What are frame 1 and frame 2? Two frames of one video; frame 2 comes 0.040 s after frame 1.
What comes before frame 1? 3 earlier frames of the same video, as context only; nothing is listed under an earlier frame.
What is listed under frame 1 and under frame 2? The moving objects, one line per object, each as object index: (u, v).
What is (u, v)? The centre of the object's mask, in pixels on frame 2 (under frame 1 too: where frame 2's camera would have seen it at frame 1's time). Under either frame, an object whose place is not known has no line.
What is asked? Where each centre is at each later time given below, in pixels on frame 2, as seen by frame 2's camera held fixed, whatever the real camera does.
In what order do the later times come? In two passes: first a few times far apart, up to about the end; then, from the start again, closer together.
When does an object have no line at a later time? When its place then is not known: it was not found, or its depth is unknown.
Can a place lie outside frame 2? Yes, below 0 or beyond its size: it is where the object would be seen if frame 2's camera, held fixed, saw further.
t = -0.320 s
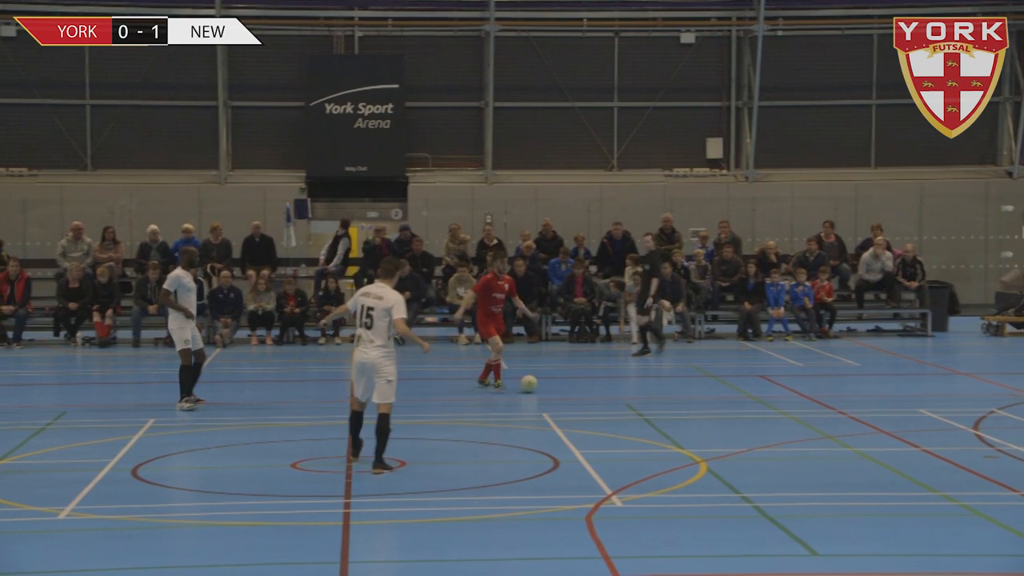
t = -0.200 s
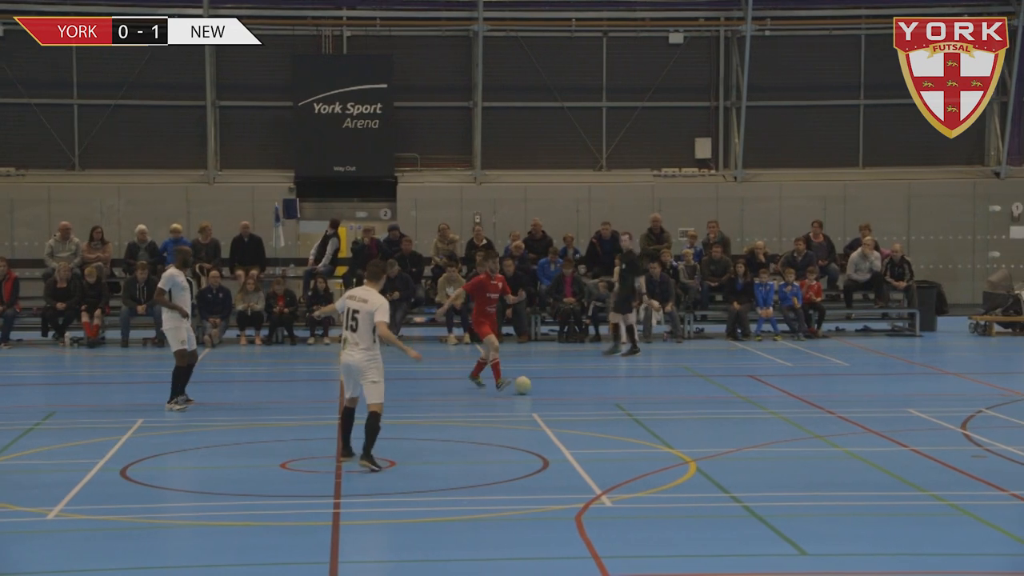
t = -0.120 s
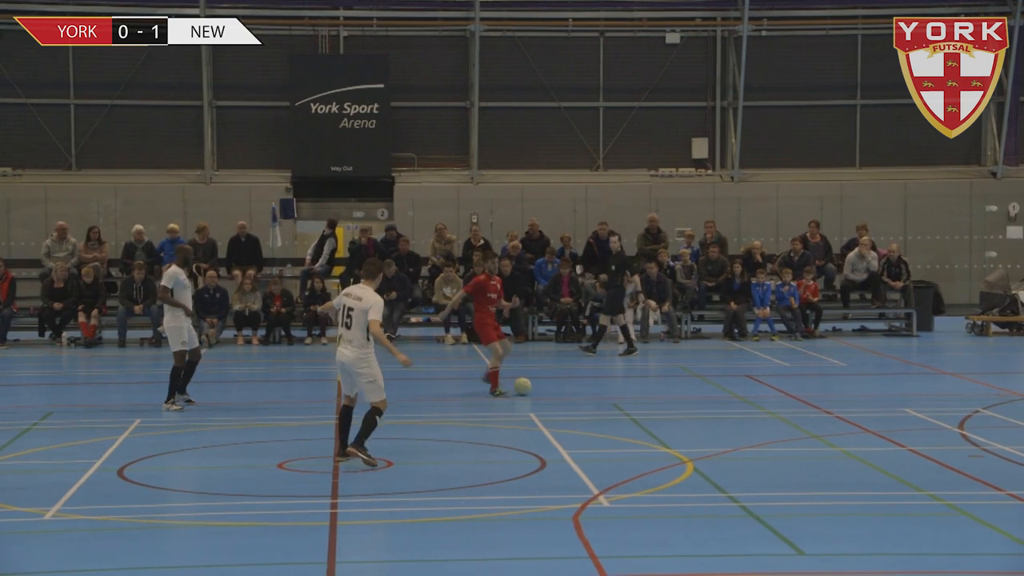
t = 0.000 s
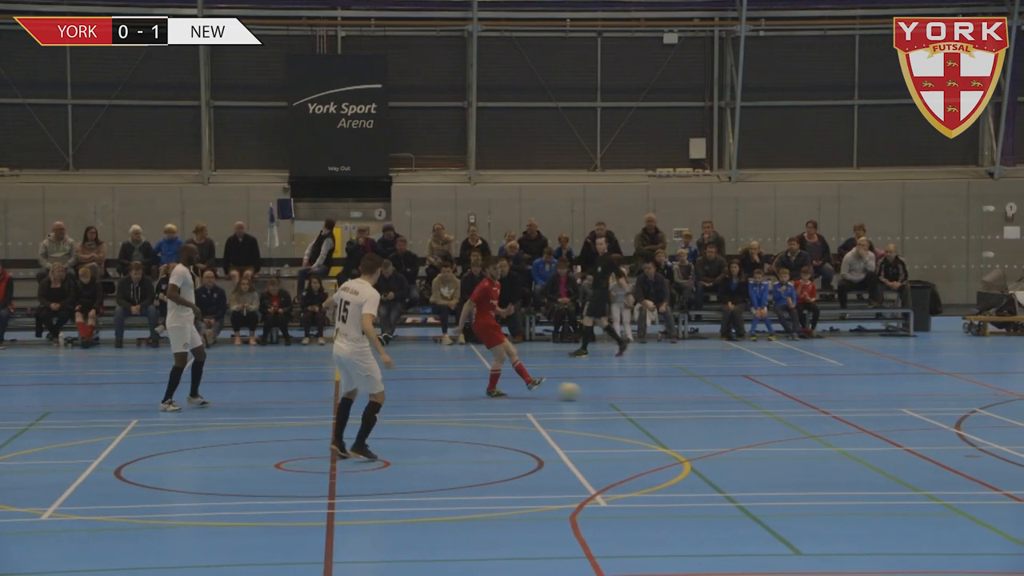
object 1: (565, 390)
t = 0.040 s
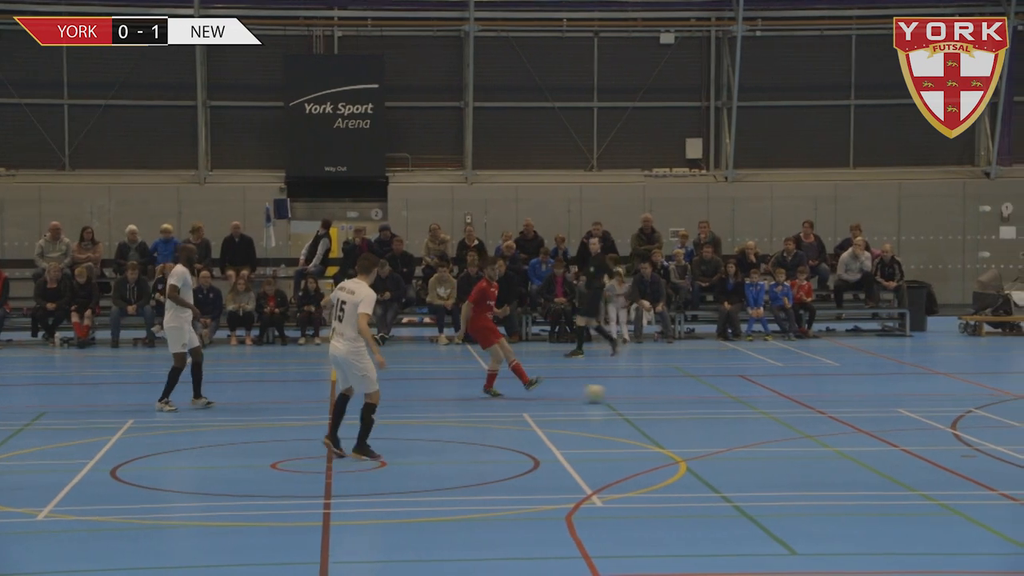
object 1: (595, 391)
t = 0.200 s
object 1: (712, 403)
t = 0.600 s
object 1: (1009, 432)
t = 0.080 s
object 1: (624, 394)
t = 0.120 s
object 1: (653, 396)
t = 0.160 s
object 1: (683, 399)
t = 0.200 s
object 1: (712, 403)
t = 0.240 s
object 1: (742, 406)
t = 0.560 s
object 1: (980, 430)
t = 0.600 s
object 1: (1009, 432)
